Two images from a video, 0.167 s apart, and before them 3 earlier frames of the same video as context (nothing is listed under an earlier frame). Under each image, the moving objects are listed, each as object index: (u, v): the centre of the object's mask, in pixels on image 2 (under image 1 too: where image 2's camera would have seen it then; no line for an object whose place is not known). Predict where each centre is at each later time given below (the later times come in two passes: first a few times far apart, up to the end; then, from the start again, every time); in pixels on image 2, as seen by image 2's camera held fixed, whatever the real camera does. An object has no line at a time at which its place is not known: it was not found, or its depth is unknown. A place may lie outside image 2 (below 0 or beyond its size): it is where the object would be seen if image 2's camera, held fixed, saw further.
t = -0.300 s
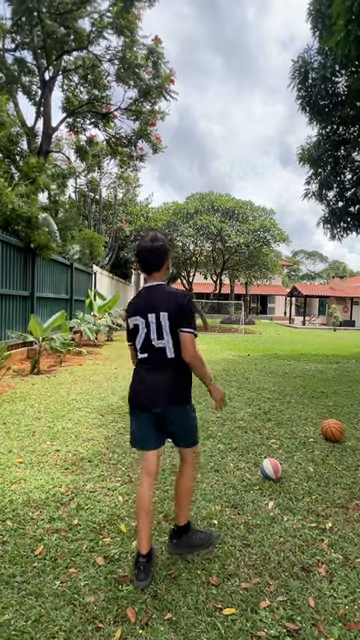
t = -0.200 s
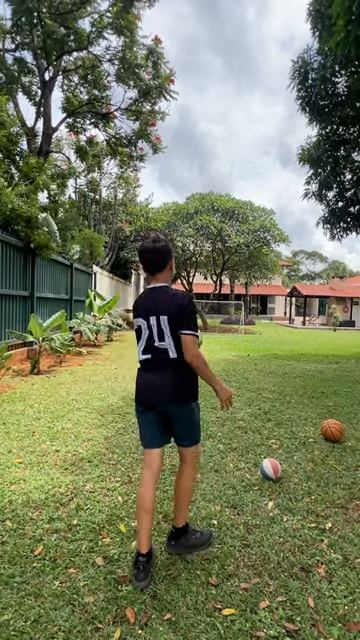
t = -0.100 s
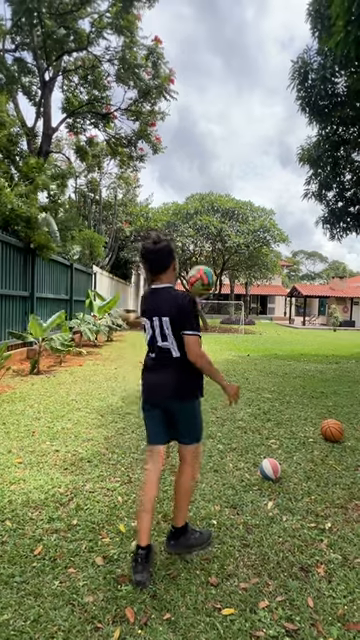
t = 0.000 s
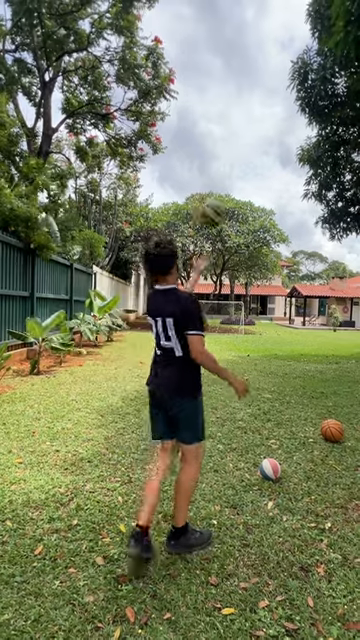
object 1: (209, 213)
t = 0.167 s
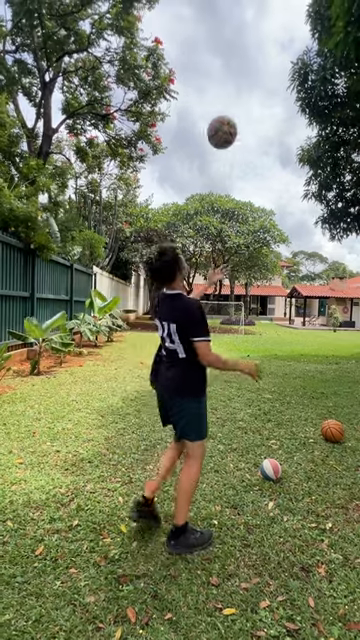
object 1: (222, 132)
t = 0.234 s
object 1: (226, 110)
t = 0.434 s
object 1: (235, 81)
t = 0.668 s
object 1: (244, 123)
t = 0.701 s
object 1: (246, 136)
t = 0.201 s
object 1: (224, 120)
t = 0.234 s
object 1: (226, 110)
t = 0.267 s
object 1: (227, 101)
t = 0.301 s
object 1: (229, 94)
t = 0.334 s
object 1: (230, 89)
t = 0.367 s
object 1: (232, 85)
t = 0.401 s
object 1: (233, 82)
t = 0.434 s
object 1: (235, 81)
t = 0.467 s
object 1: (236, 83)
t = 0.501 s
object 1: (238, 85)
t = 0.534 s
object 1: (239, 89)
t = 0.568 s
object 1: (241, 95)
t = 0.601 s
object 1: (242, 103)
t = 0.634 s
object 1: (243, 112)
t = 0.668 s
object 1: (244, 123)
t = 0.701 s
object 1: (246, 136)
